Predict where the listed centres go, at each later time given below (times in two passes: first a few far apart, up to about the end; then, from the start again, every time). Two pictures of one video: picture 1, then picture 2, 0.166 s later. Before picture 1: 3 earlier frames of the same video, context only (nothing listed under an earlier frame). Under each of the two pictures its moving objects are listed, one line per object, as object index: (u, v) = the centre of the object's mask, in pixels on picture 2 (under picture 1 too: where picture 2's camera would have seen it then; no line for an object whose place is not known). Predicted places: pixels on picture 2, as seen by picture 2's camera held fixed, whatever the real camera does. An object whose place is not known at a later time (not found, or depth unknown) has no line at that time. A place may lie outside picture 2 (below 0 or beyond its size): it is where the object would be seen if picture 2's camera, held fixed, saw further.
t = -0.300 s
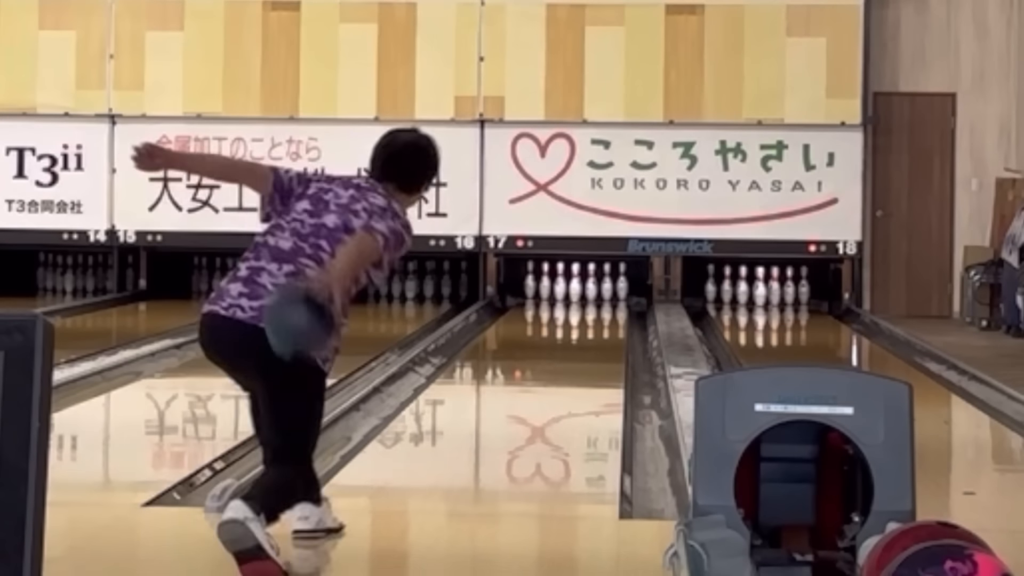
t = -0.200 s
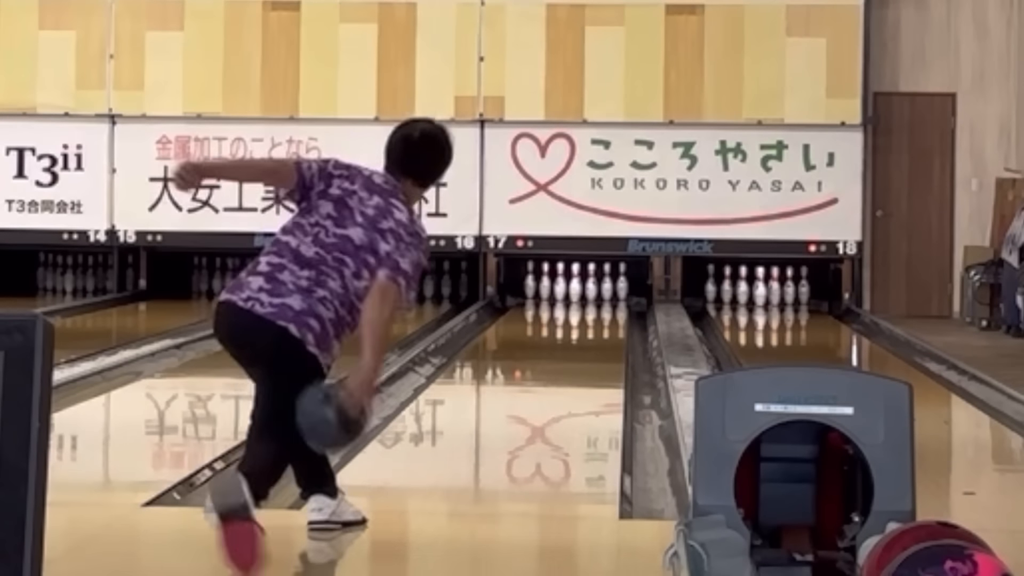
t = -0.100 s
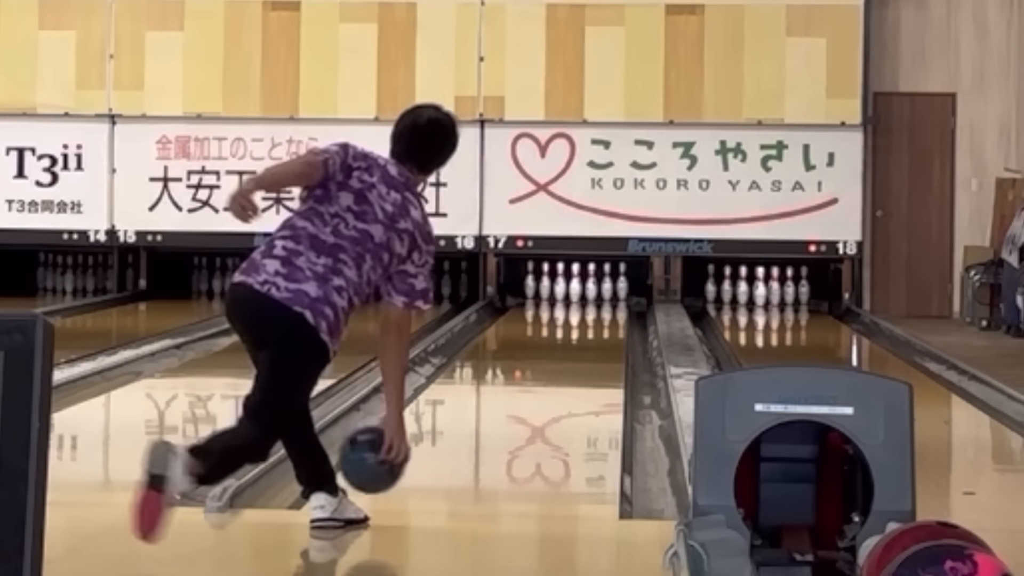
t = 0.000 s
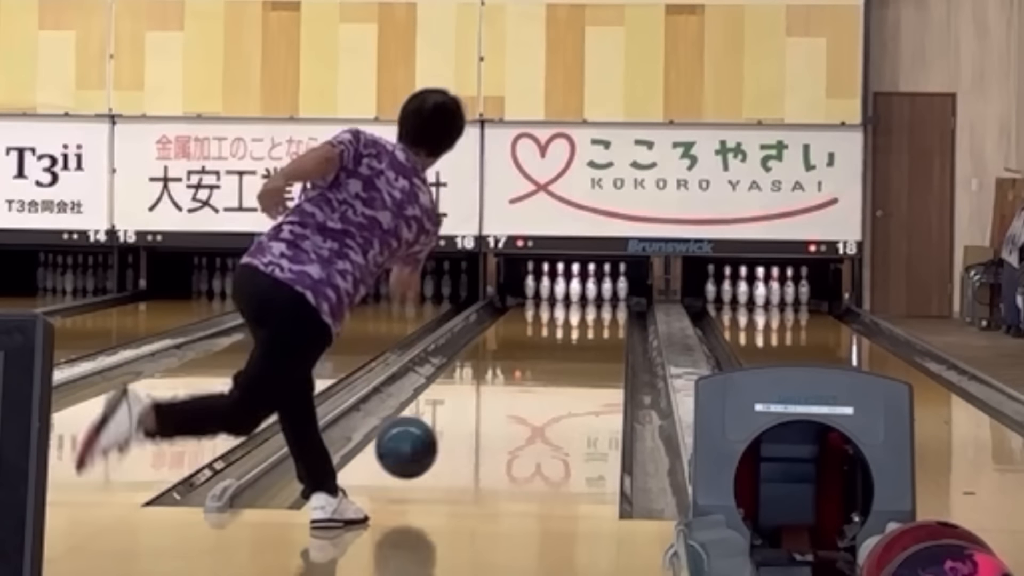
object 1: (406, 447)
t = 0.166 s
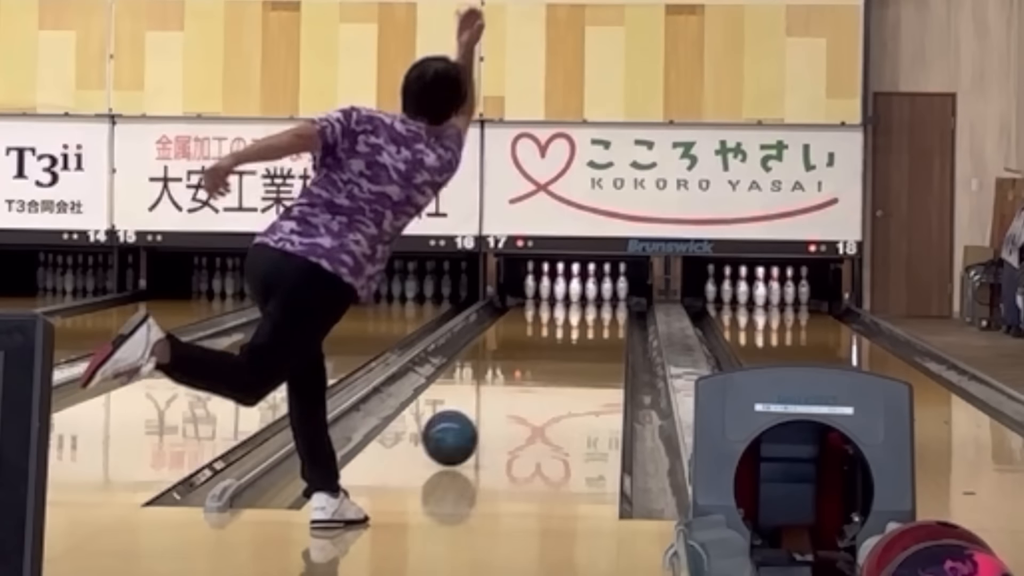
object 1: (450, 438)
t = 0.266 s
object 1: (471, 424)
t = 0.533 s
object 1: (516, 392)
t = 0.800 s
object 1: (548, 368)
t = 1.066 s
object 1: (571, 349)
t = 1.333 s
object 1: (589, 333)
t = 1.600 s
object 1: (599, 321)
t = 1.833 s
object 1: (603, 312)
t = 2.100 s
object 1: (604, 304)
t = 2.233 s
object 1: (603, 301)
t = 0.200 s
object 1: (457, 433)
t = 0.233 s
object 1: (464, 429)
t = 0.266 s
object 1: (471, 424)
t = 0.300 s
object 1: (478, 419)
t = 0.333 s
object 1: (484, 415)
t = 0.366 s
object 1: (490, 411)
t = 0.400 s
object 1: (496, 407)
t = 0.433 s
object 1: (501, 403)
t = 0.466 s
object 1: (507, 399)
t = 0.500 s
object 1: (512, 395)
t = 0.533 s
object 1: (516, 392)
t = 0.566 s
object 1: (521, 388)
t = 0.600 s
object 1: (525, 385)
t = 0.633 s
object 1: (530, 382)
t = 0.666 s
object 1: (534, 379)
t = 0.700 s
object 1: (538, 376)
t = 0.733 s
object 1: (541, 372)
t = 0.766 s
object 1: (544, 370)
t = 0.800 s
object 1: (548, 368)
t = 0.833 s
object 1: (551, 366)
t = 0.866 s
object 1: (555, 362)
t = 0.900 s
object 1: (558, 359)
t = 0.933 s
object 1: (561, 357)
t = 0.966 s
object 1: (563, 355)
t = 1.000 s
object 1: (566, 353)
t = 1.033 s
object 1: (569, 351)
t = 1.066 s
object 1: (571, 349)
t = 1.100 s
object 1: (574, 346)
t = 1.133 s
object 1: (576, 344)
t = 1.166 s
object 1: (579, 342)
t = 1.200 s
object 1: (580, 341)
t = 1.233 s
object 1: (582, 339)
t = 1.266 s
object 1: (585, 337)
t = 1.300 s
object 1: (587, 335)
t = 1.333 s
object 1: (589, 333)
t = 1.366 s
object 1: (590, 331)
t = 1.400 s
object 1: (591, 330)
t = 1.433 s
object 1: (593, 328)
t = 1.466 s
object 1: (595, 326)
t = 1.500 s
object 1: (595, 325)
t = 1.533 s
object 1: (597, 324)
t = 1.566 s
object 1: (598, 322)
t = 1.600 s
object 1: (599, 321)
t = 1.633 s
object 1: (600, 320)
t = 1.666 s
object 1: (601, 318)
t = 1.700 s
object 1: (601, 317)
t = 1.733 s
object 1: (602, 316)
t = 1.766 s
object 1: (603, 315)
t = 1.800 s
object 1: (603, 314)
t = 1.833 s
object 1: (603, 312)
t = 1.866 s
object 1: (604, 311)
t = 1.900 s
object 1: (604, 310)
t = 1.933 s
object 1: (605, 309)
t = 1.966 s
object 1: (605, 308)
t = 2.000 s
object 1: (604, 307)
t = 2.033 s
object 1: (604, 306)
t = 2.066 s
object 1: (604, 305)
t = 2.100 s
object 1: (604, 304)
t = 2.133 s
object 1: (604, 303)
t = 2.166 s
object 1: (604, 303)
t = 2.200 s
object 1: (604, 302)
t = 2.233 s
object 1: (603, 301)
